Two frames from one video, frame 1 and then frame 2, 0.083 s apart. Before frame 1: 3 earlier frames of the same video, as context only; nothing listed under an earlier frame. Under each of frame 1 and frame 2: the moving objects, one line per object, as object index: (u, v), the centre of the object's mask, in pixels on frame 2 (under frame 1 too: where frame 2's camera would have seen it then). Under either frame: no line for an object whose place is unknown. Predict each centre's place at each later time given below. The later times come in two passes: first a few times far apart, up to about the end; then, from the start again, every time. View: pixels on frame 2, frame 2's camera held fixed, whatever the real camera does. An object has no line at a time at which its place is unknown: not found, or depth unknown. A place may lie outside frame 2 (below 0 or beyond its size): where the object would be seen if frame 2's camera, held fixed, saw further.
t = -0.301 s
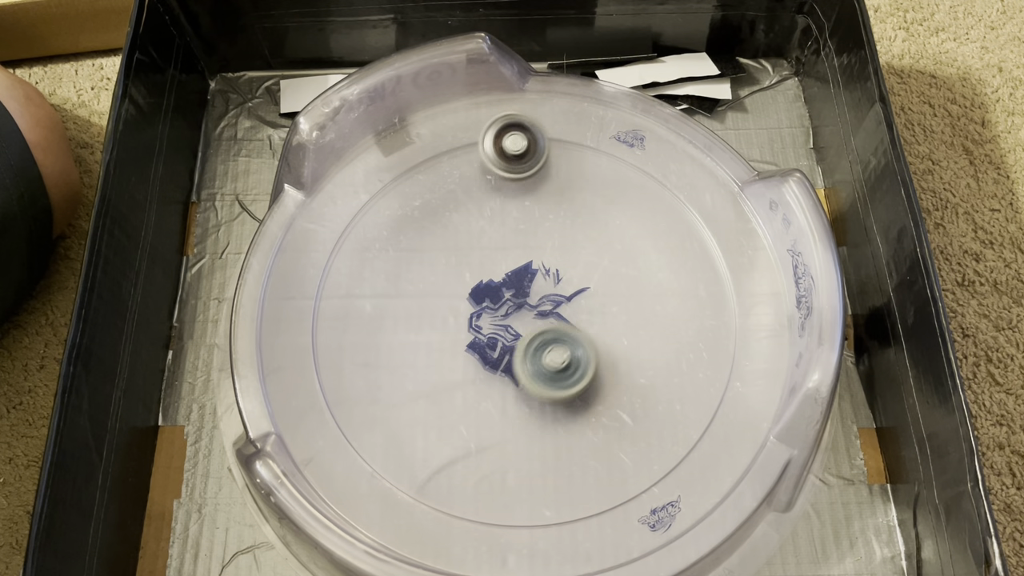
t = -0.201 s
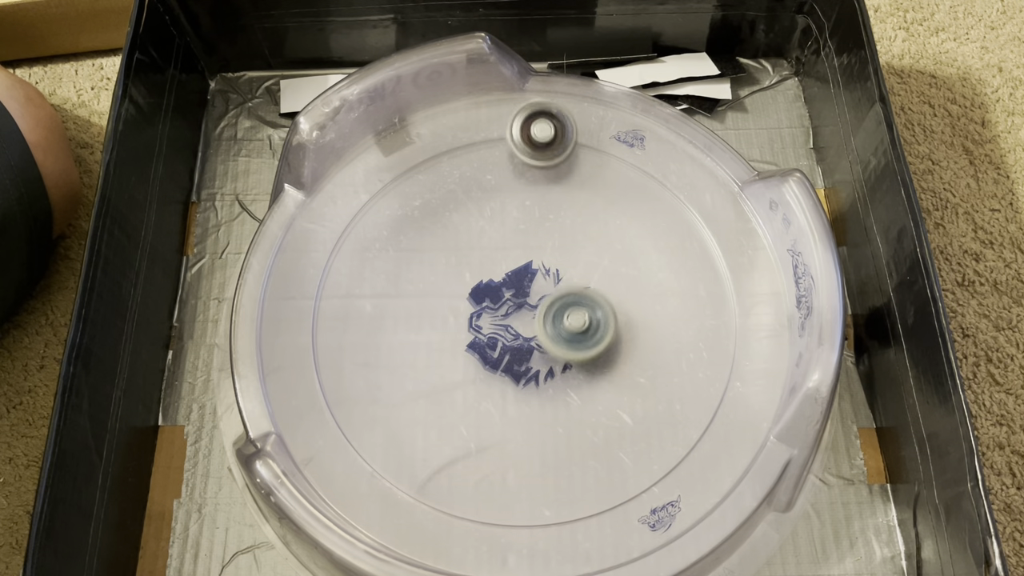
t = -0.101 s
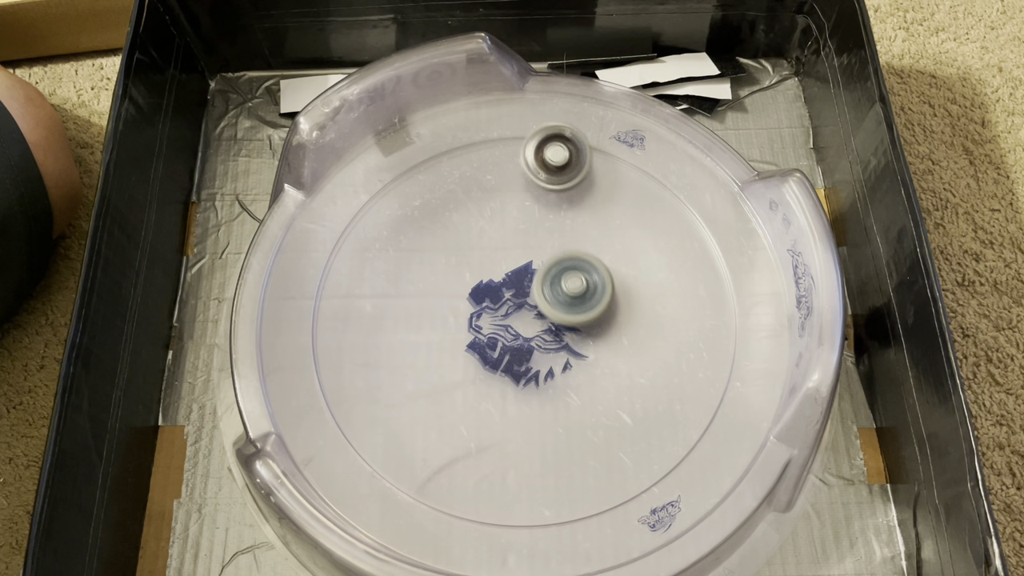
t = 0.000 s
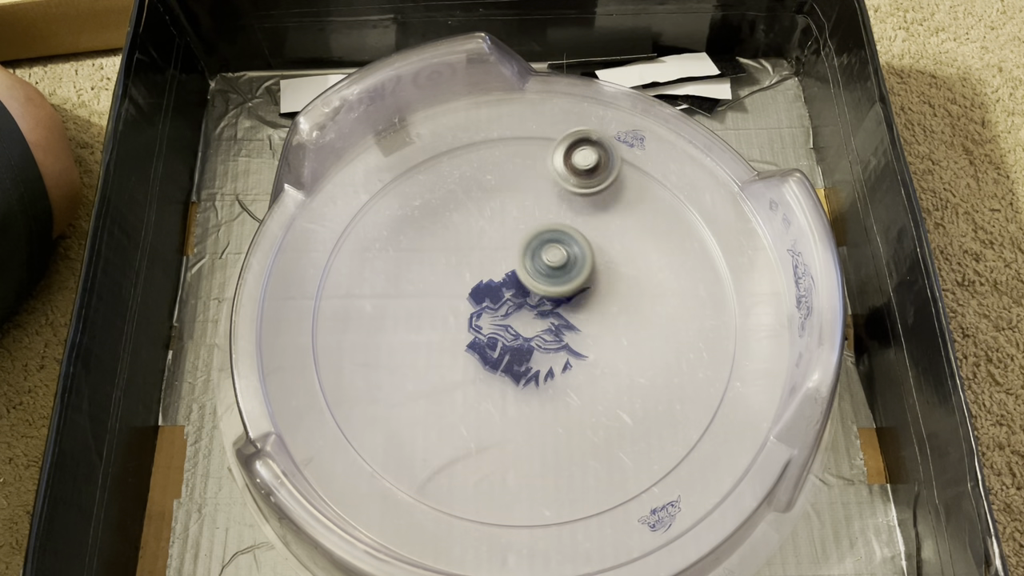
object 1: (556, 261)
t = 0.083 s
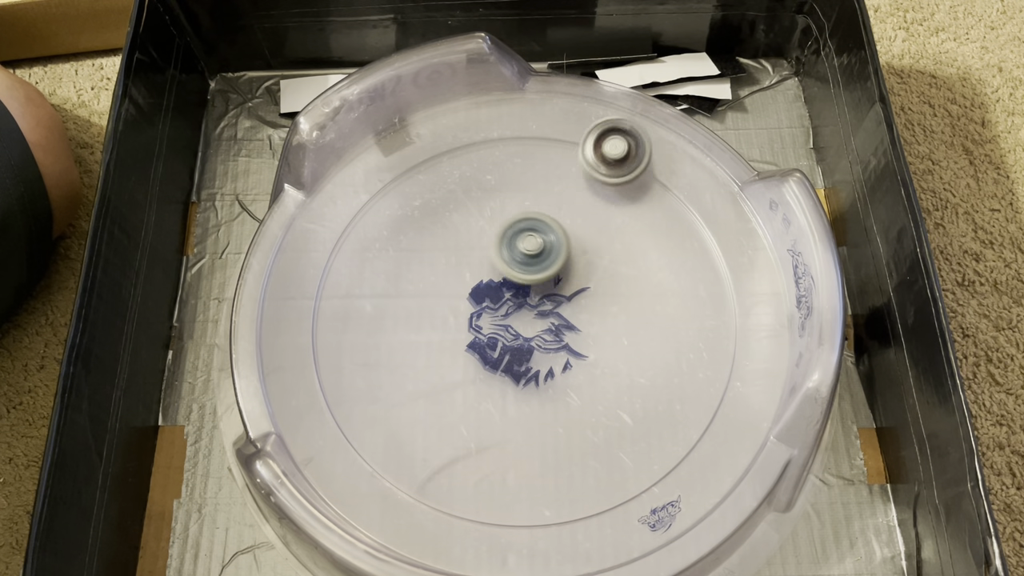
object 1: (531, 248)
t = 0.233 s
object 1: (489, 256)
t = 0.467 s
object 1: (478, 302)
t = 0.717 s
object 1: (521, 325)
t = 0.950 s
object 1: (500, 318)
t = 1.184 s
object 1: (504, 354)
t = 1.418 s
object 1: (508, 398)
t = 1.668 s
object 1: (574, 386)
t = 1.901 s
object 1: (614, 371)
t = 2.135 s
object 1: (599, 331)
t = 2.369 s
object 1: (577, 269)
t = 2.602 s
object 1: (533, 264)
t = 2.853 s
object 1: (503, 281)
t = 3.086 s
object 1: (465, 283)
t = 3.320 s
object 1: (448, 326)
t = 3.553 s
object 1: (483, 386)
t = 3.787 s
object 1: (529, 364)
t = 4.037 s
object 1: (541, 343)
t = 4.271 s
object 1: (531, 326)
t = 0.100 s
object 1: (527, 247)
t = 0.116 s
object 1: (521, 247)
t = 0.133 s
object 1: (516, 247)
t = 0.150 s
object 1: (512, 247)
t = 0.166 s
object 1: (507, 248)
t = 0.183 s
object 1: (501, 250)
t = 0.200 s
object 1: (498, 252)
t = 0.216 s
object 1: (494, 254)
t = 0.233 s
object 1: (489, 256)
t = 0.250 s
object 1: (486, 258)
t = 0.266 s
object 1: (483, 261)
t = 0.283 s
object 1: (481, 264)
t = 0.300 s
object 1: (478, 267)
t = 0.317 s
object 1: (477, 271)
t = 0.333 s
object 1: (475, 274)
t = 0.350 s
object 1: (474, 278)
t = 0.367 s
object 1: (474, 282)
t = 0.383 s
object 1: (473, 285)
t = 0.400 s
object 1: (474, 289)
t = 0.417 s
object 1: (474, 292)
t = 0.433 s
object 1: (475, 296)
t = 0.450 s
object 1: (477, 299)
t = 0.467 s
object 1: (478, 302)
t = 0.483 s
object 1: (480, 305)
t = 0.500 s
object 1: (482, 308)
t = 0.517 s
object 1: (484, 310)
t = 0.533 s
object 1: (487, 313)
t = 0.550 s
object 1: (489, 316)
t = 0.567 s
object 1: (492, 318)
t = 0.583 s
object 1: (495, 319)
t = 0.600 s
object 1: (498, 321)
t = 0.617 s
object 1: (501, 322)
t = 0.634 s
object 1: (504, 323)
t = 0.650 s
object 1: (507, 324)
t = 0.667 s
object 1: (510, 325)
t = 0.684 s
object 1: (514, 325)
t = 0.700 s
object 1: (518, 325)
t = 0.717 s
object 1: (521, 325)
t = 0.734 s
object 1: (525, 324)
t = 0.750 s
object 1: (528, 323)
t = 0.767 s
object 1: (531, 322)
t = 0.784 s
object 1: (533, 321)
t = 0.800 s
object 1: (536, 320)
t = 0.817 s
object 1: (538, 318)
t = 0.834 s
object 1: (540, 317)
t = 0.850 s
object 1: (542, 315)
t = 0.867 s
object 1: (544, 314)
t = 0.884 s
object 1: (545, 312)
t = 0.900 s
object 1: (535, 312)
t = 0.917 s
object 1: (522, 313)
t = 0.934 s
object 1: (509, 316)
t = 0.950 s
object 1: (500, 318)
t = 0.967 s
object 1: (492, 320)
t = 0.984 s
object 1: (484, 323)
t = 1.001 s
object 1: (479, 325)
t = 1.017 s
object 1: (475, 328)
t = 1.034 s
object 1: (472, 331)
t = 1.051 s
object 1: (472, 333)
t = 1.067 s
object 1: (473, 336)
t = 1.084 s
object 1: (476, 340)
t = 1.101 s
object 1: (480, 343)
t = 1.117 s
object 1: (484, 346)
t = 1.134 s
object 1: (489, 349)
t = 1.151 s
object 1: (494, 351)
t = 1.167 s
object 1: (499, 353)
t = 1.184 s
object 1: (504, 354)
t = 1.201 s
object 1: (510, 354)
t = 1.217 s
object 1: (516, 355)
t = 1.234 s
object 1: (521, 355)
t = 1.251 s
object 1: (526, 354)
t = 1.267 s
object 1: (531, 353)
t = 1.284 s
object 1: (530, 357)
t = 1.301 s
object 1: (521, 367)
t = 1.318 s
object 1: (513, 374)
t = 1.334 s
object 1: (507, 381)
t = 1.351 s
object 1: (503, 386)
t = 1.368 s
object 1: (501, 389)
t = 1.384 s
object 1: (502, 392)
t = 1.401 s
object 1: (504, 396)
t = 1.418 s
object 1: (508, 398)
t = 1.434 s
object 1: (512, 399)
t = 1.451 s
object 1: (518, 400)
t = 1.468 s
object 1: (524, 401)
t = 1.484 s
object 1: (530, 401)
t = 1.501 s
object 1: (536, 400)
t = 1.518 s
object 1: (541, 399)
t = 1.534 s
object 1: (547, 397)
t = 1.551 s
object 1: (552, 394)
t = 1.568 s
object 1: (556, 392)
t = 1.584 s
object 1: (560, 388)
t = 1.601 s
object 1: (563, 384)
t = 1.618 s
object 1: (566, 384)
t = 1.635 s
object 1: (569, 386)
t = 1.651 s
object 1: (572, 387)
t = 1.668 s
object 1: (574, 386)
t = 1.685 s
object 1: (577, 384)
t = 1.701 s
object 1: (579, 382)
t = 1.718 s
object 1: (587, 387)
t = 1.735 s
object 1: (594, 391)
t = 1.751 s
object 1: (600, 394)
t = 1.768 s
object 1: (604, 394)
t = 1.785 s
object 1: (608, 392)
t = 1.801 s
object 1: (610, 390)
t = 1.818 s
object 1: (612, 387)
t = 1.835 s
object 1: (613, 384)
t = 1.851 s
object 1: (614, 381)
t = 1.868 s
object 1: (615, 377)
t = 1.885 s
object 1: (614, 374)
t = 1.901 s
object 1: (614, 371)
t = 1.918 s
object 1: (613, 368)
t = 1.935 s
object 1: (613, 365)
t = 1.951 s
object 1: (612, 361)
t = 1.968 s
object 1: (611, 359)
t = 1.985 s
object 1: (610, 356)
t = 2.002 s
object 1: (608, 353)
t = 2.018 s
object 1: (607, 350)
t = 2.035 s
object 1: (605, 348)
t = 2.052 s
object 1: (603, 345)
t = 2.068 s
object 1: (601, 343)
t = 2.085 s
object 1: (598, 341)
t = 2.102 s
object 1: (595, 339)
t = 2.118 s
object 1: (593, 337)
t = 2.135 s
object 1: (599, 331)
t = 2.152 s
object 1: (609, 322)
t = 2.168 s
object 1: (617, 314)
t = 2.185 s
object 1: (623, 307)
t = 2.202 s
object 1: (624, 301)
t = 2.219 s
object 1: (623, 295)
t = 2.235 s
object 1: (621, 291)
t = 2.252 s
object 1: (617, 287)
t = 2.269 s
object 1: (612, 283)
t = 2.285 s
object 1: (607, 279)
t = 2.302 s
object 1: (602, 276)
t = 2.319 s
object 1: (595, 273)
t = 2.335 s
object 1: (589, 271)
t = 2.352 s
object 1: (583, 270)
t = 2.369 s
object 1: (577, 269)
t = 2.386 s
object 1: (571, 269)
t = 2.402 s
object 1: (566, 268)
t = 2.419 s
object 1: (561, 268)
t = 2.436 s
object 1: (556, 268)
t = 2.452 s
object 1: (550, 269)
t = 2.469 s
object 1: (545, 270)
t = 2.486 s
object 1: (540, 271)
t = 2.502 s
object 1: (536, 272)
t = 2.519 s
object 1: (531, 273)
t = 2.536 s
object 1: (528, 274)
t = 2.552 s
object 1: (531, 270)
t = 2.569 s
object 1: (533, 266)
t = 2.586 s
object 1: (533, 265)
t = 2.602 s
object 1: (533, 264)
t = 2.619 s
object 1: (531, 264)
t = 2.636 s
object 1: (529, 264)
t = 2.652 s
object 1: (527, 265)
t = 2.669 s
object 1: (525, 266)
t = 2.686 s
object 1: (523, 267)
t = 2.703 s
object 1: (520, 269)
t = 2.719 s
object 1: (518, 270)
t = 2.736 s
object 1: (516, 271)
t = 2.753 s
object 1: (514, 273)
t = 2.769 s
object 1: (512, 274)
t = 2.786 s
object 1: (510, 275)
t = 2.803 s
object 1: (508, 277)
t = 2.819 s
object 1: (506, 279)
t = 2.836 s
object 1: (504, 280)
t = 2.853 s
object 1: (503, 281)
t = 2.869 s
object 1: (501, 283)
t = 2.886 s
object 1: (499, 285)
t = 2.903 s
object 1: (497, 286)
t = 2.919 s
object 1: (493, 284)
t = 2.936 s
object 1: (488, 279)
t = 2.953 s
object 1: (483, 275)
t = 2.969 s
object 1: (479, 273)
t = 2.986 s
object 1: (475, 273)
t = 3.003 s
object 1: (473, 274)
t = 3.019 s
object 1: (471, 275)
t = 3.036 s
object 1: (469, 277)
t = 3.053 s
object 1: (467, 279)
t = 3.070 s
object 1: (466, 281)
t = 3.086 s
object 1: (465, 283)
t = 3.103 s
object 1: (464, 286)
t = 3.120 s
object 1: (463, 288)
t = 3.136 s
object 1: (456, 292)
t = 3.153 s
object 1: (451, 297)
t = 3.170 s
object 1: (447, 302)
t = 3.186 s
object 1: (444, 306)
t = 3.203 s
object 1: (443, 310)
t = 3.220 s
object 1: (443, 312)
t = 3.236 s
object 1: (443, 315)
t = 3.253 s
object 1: (443, 317)
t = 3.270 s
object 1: (444, 320)
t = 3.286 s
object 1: (445, 322)
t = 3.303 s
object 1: (446, 324)
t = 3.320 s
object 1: (448, 326)
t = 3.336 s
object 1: (449, 328)
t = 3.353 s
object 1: (451, 330)
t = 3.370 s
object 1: (449, 340)
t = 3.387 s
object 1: (446, 351)
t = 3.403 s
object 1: (447, 359)
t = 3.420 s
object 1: (448, 366)
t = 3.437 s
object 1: (450, 372)
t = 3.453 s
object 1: (454, 377)
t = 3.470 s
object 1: (457, 380)
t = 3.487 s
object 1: (462, 383)
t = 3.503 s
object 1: (467, 384)
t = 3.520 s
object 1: (472, 385)
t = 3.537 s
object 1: (478, 385)
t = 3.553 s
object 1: (483, 386)
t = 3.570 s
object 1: (488, 385)
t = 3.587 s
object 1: (493, 384)
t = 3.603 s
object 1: (498, 383)
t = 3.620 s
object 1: (502, 380)
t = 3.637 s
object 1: (505, 379)
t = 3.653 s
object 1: (509, 377)
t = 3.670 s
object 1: (512, 376)
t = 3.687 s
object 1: (515, 374)
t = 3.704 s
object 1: (517, 373)
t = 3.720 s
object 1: (520, 371)
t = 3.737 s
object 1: (522, 370)
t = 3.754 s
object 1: (525, 368)
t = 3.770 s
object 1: (527, 366)
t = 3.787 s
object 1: (529, 364)
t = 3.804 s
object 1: (531, 361)
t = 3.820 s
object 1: (533, 359)
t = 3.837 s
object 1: (535, 357)
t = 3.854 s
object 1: (537, 354)
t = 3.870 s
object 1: (538, 351)
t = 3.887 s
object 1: (539, 349)
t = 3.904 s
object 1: (540, 346)
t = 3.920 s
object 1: (540, 346)
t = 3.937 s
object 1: (539, 349)
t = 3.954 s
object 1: (539, 349)
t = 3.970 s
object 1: (539, 349)
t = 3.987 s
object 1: (539, 348)
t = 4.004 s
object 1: (540, 346)
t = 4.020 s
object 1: (540, 345)
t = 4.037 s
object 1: (541, 343)
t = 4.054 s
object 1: (541, 341)
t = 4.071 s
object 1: (541, 339)
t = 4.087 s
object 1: (541, 337)
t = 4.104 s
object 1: (541, 335)
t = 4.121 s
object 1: (542, 333)
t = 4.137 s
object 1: (541, 331)
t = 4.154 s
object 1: (541, 328)
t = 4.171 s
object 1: (540, 326)
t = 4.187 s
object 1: (539, 325)
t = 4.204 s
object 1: (539, 322)
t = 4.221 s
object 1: (538, 321)
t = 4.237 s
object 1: (536, 319)
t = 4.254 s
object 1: (533, 322)
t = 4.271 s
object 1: (531, 326)
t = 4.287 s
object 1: (528, 327)
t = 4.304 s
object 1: (526, 328)
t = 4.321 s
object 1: (525, 327)
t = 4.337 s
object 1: (523, 326)
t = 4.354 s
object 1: (522, 325)
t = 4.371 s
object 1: (521, 325)
